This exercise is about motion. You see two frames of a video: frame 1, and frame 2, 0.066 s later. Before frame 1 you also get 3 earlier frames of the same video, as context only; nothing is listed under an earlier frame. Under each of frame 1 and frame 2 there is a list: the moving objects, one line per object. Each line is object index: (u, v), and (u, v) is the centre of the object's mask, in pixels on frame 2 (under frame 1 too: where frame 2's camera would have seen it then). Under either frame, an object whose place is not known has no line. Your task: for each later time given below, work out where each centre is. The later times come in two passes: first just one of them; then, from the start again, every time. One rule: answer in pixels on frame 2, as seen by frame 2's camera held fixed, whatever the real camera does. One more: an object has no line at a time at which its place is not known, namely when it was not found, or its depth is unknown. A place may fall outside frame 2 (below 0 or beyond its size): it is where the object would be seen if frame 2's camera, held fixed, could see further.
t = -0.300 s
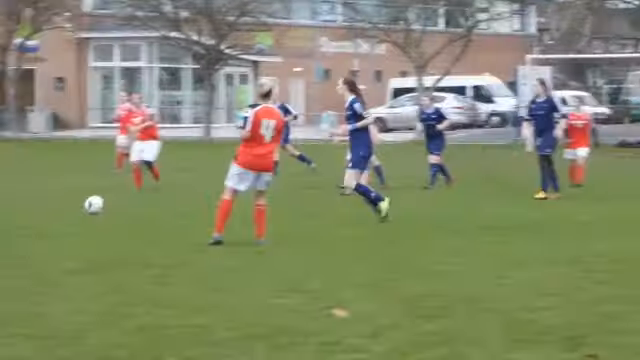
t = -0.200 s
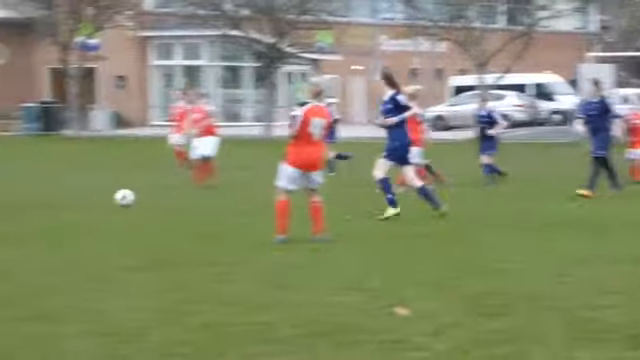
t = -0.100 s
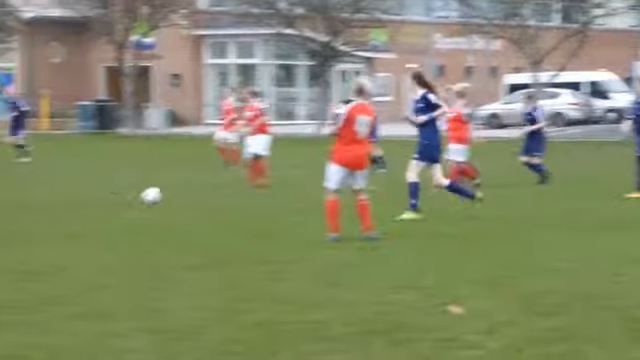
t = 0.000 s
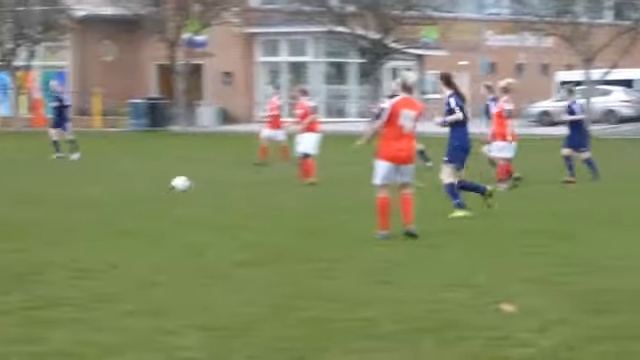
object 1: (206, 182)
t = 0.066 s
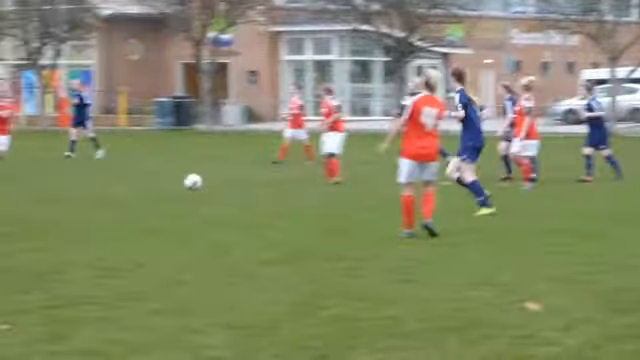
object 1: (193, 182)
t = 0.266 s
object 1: (158, 175)
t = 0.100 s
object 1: (185, 182)
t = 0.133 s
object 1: (177, 184)
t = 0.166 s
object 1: (174, 183)
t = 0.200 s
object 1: (168, 180)
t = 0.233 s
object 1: (161, 177)
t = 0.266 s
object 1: (158, 175)
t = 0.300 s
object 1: (151, 175)
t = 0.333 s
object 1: (146, 174)
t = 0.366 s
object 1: (143, 175)
